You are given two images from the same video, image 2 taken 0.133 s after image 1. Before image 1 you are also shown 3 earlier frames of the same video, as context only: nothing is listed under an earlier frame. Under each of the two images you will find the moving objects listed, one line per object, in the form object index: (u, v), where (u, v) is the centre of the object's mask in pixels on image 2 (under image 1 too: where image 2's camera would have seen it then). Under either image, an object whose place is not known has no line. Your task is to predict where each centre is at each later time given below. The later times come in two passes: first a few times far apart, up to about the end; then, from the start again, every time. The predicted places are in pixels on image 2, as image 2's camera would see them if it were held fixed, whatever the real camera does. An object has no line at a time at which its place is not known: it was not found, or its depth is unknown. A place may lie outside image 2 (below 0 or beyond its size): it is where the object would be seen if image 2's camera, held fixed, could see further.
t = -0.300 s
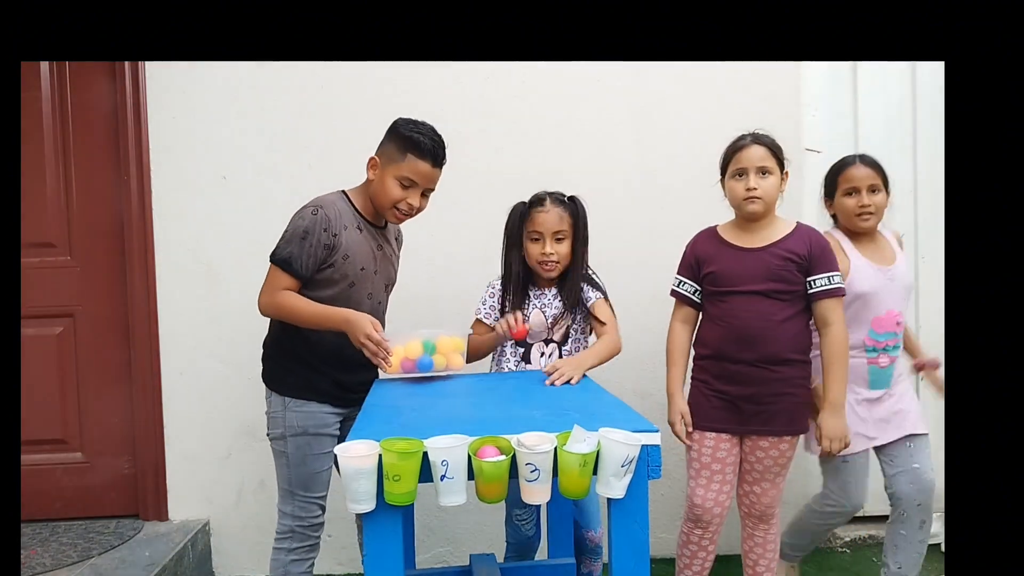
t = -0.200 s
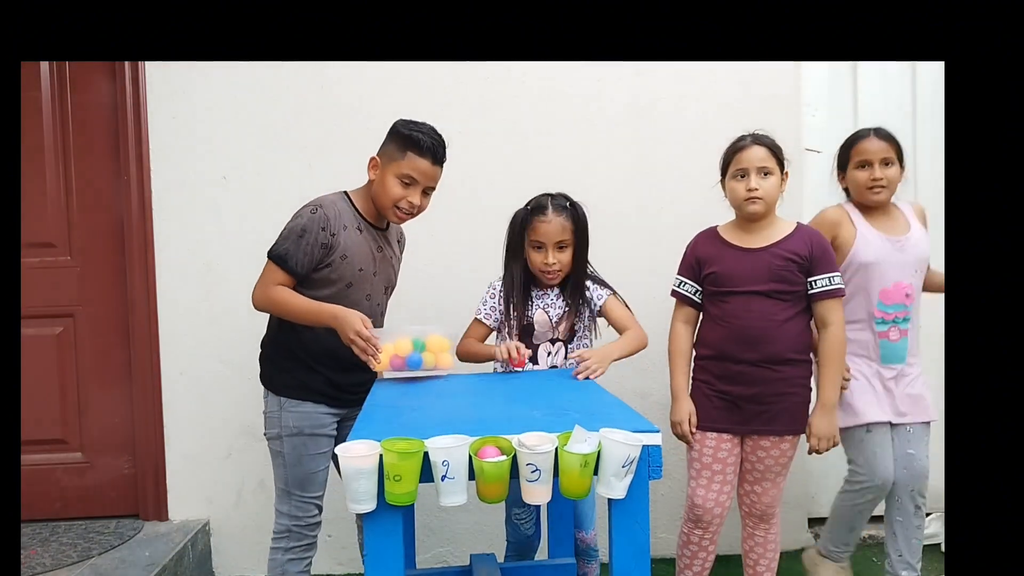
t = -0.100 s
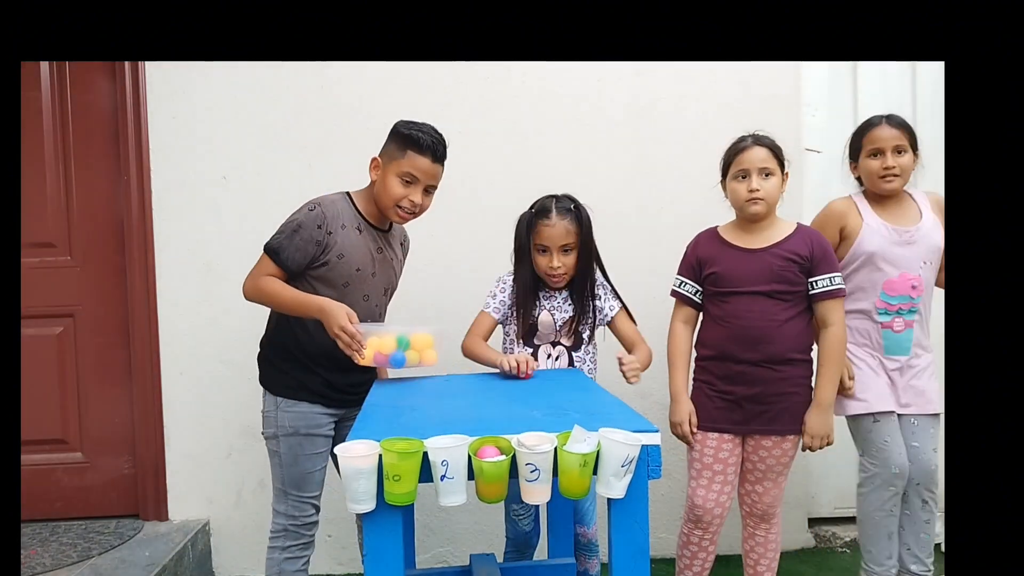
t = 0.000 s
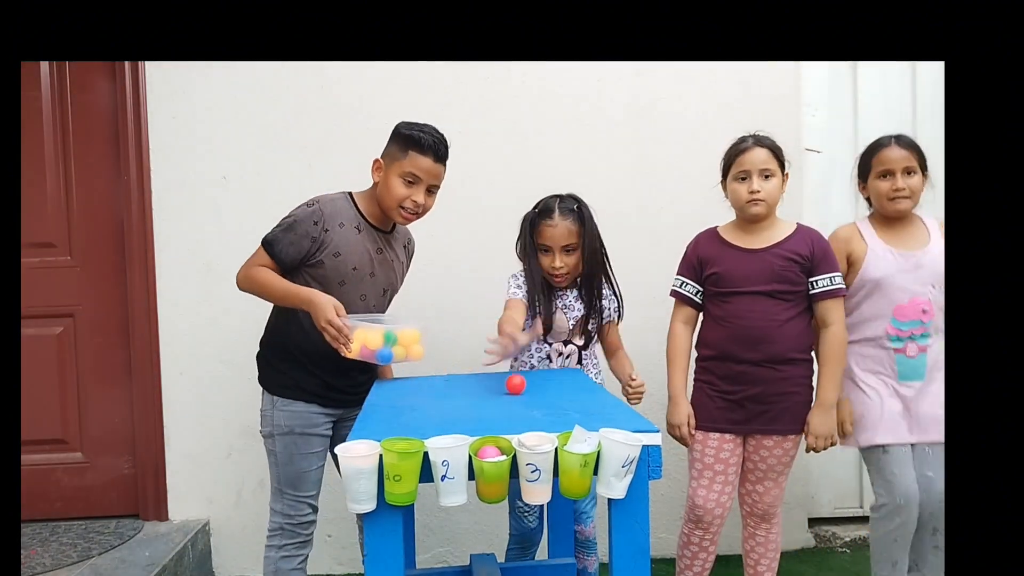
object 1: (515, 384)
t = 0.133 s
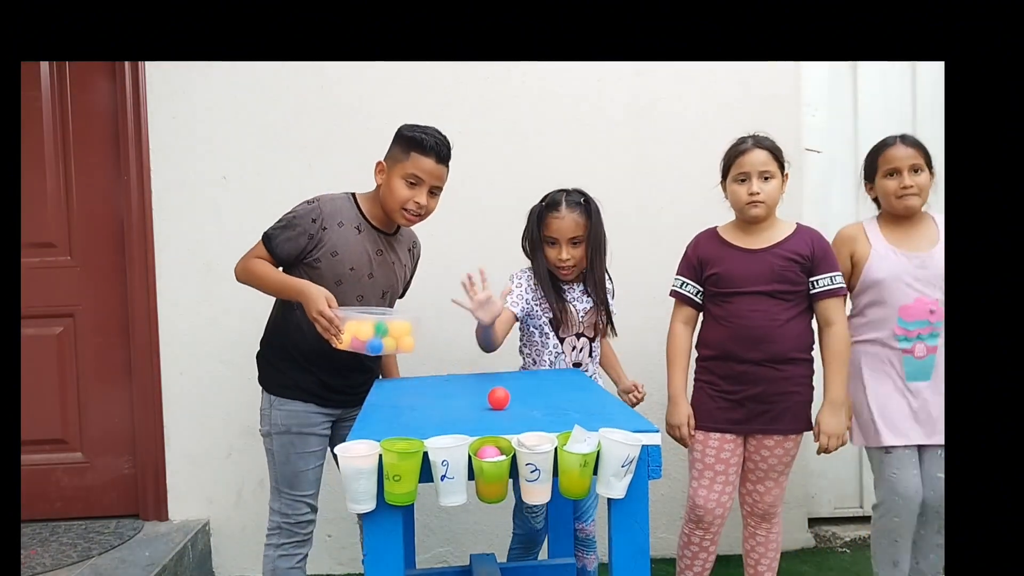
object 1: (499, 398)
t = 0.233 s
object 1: (491, 409)
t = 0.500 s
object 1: (477, 489)
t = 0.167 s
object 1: (496, 401)
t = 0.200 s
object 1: (494, 405)
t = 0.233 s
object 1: (491, 409)
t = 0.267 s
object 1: (489, 412)
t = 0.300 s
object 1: (487, 416)
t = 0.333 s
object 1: (486, 421)
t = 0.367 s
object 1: (484, 422)
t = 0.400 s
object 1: (482, 427)
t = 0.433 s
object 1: (480, 439)
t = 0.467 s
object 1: (478, 460)
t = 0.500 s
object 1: (477, 489)
